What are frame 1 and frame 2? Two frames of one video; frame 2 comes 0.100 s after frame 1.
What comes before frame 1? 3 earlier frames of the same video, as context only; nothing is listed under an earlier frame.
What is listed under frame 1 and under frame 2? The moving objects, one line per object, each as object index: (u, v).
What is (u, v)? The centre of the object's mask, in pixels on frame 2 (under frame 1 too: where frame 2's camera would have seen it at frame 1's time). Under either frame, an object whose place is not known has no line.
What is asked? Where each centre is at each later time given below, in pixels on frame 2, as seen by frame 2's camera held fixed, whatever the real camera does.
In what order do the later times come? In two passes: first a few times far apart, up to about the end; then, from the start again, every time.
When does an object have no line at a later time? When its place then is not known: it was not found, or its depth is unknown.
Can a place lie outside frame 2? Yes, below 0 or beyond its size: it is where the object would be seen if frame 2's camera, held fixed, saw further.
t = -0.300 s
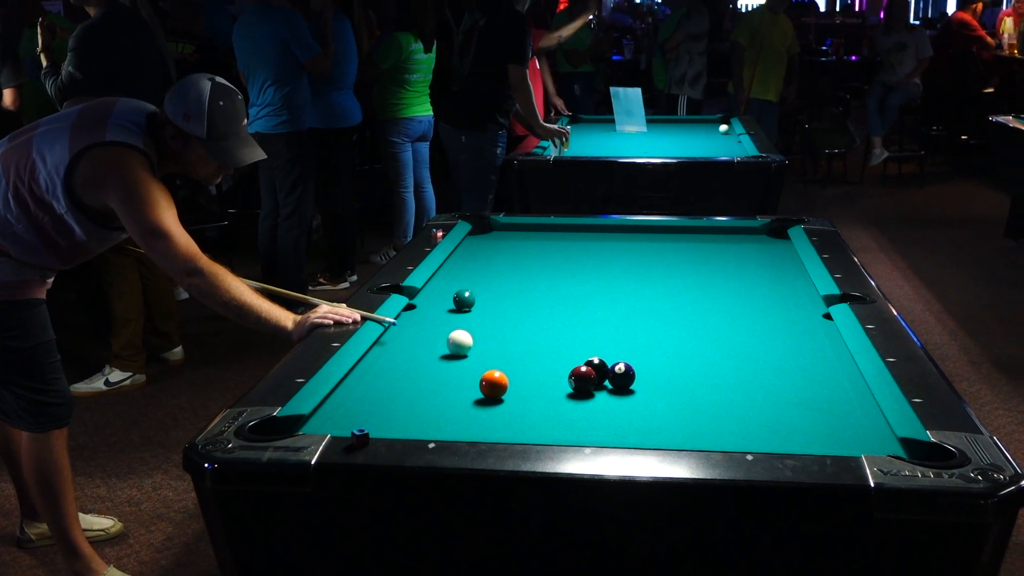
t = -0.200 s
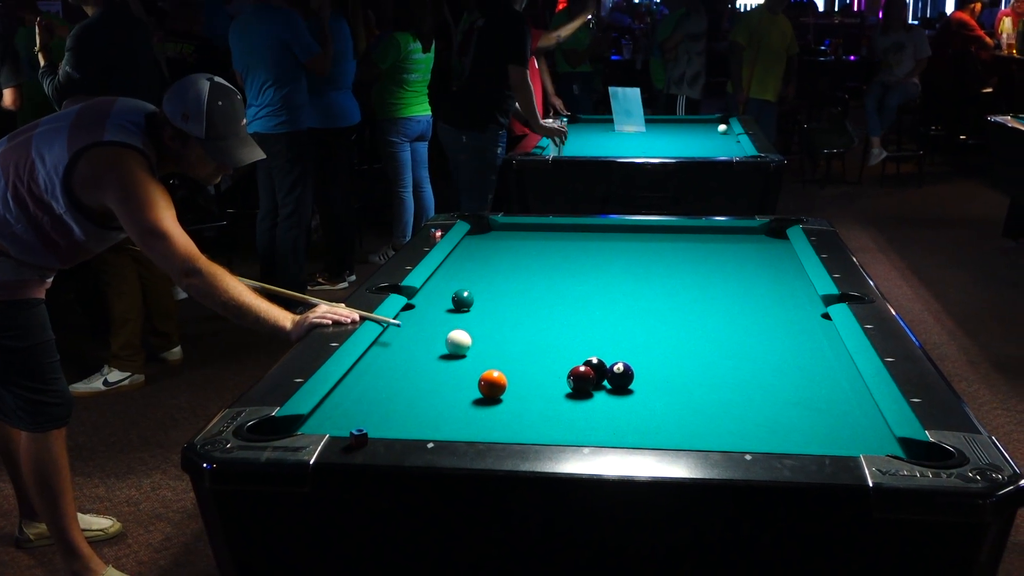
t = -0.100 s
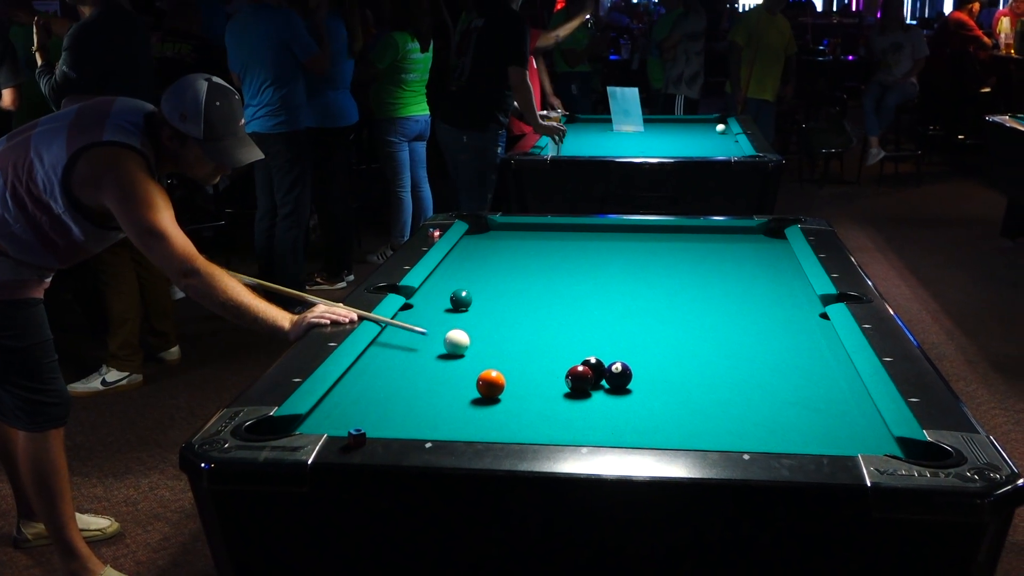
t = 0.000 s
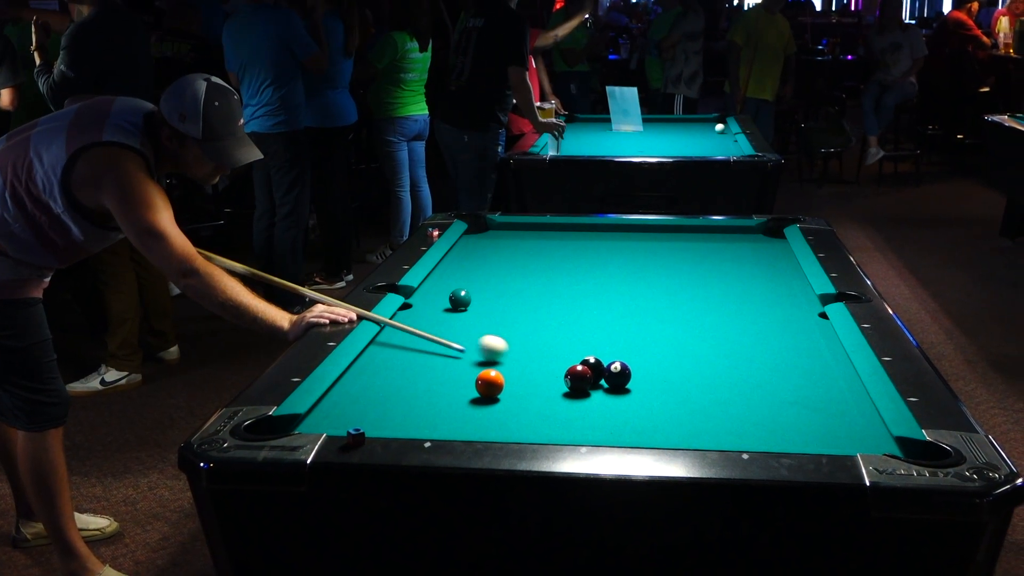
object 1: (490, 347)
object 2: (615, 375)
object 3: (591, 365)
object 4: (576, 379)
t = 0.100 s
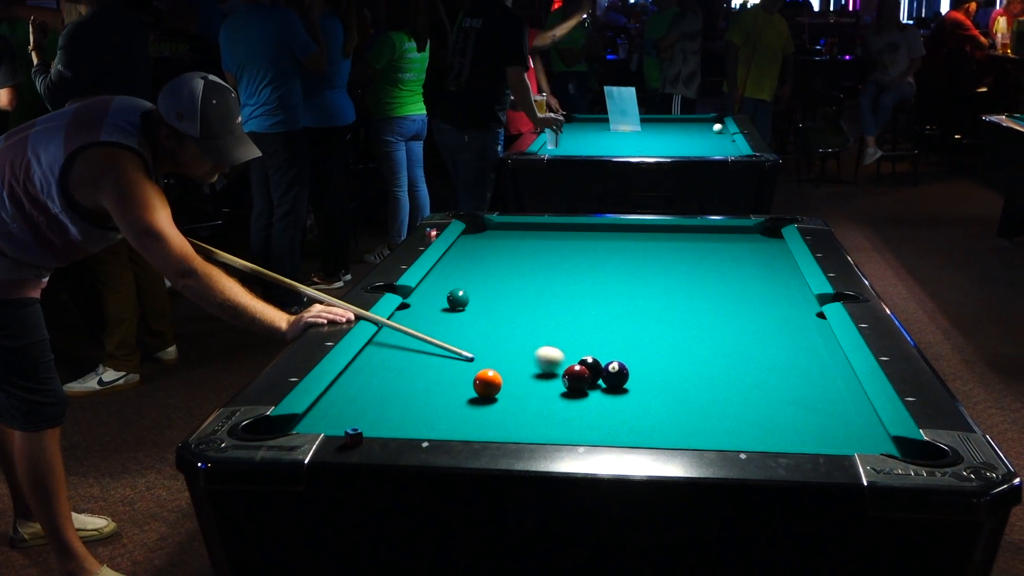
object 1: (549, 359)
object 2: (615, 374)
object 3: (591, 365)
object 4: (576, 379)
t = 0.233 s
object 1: (576, 357)
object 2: (662, 382)
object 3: (592, 369)
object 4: (573, 381)
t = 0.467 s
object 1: (609, 359)
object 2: (759, 400)
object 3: (595, 374)
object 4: (567, 386)
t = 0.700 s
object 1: (632, 360)
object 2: (861, 418)
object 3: (599, 376)
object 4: (562, 391)
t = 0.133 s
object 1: (565, 360)
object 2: (615, 374)
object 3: (592, 365)
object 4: (576, 379)
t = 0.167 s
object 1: (568, 359)
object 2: (630, 377)
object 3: (593, 368)
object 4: (575, 379)
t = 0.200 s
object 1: (571, 358)
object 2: (647, 380)
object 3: (593, 369)
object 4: (574, 380)
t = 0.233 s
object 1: (576, 357)
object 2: (662, 382)
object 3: (592, 369)
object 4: (573, 381)
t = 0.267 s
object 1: (579, 357)
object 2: (676, 385)
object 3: (593, 370)
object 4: (572, 381)
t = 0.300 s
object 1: (584, 356)
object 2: (690, 387)
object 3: (593, 371)
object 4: (571, 382)
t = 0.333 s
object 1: (589, 356)
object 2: (703, 390)
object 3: (593, 371)
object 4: (570, 383)
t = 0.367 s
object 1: (595, 356)
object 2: (716, 392)
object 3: (593, 372)
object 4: (569, 384)
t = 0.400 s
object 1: (601, 357)
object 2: (731, 395)
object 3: (594, 372)
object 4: (568, 385)
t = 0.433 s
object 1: (605, 358)
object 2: (745, 397)
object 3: (594, 373)
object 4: (568, 385)
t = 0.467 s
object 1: (609, 359)
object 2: (759, 400)
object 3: (595, 374)
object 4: (567, 386)
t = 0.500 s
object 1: (612, 359)
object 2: (773, 402)
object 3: (596, 374)
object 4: (566, 386)
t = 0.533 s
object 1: (615, 360)
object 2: (787, 405)
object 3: (597, 374)
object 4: (565, 388)
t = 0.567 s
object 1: (618, 360)
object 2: (802, 408)
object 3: (597, 374)
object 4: (565, 388)
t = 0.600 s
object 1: (621, 361)
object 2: (816, 410)
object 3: (598, 375)
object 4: (564, 389)
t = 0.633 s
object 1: (625, 360)
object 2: (832, 413)
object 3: (598, 375)
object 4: (563, 390)
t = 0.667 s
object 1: (628, 360)
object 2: (846, 416)
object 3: (599, 375)
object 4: (563, 390)
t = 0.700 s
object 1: (632, 360)
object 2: (861, 418)
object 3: (599, 376)
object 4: (562, 391)
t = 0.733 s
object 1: (635, 360)
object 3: (599, 376)
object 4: (561, 391)
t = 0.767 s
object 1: (639, 359)
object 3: (600, 376)
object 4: (561, 392)
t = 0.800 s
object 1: (642, 359)
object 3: (600, 376)
